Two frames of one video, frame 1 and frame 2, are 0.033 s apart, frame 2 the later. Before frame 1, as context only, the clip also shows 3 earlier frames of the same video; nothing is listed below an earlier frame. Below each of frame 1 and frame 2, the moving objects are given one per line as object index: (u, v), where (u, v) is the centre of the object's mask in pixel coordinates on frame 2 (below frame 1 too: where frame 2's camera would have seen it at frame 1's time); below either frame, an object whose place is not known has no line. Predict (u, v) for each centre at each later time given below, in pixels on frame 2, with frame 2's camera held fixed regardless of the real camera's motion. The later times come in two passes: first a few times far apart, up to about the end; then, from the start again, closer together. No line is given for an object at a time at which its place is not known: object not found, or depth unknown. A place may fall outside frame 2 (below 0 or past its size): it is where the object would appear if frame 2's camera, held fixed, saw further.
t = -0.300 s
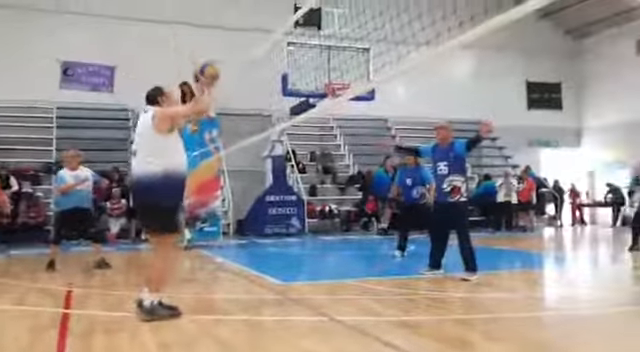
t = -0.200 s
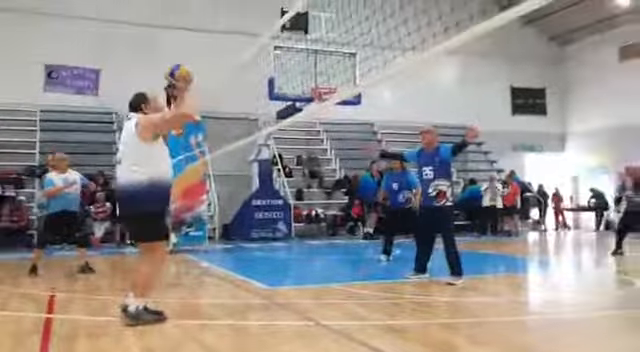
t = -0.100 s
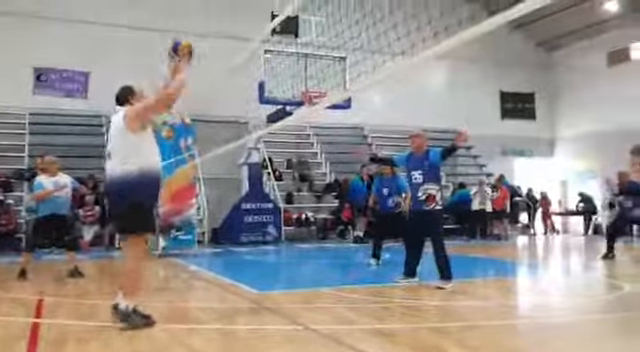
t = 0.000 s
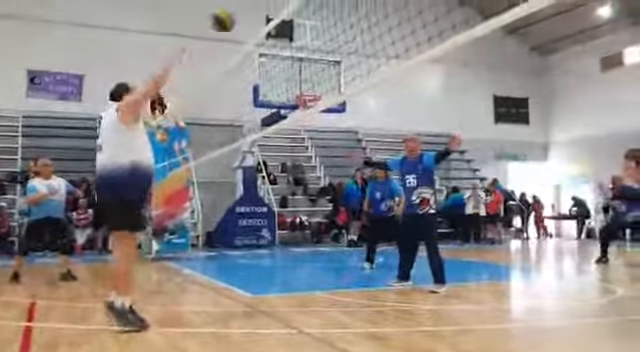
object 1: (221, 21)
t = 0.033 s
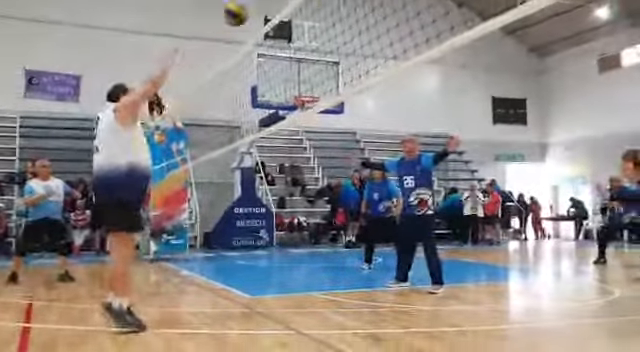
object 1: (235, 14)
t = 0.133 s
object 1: (277, 3)
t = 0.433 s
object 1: (377, 18)
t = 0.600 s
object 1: (420, 61)
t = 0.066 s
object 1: (250, 8)
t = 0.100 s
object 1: (264, 5)
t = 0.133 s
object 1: (277, 3)
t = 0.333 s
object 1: (345, 3)
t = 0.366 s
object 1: (356, 5)
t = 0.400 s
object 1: (367, 12)
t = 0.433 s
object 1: (377, 18)
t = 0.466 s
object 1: (382, 23)
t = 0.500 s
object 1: (393, 32)
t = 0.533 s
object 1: (402, 40)
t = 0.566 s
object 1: (410, 47)
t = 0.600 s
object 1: (420, 61)
